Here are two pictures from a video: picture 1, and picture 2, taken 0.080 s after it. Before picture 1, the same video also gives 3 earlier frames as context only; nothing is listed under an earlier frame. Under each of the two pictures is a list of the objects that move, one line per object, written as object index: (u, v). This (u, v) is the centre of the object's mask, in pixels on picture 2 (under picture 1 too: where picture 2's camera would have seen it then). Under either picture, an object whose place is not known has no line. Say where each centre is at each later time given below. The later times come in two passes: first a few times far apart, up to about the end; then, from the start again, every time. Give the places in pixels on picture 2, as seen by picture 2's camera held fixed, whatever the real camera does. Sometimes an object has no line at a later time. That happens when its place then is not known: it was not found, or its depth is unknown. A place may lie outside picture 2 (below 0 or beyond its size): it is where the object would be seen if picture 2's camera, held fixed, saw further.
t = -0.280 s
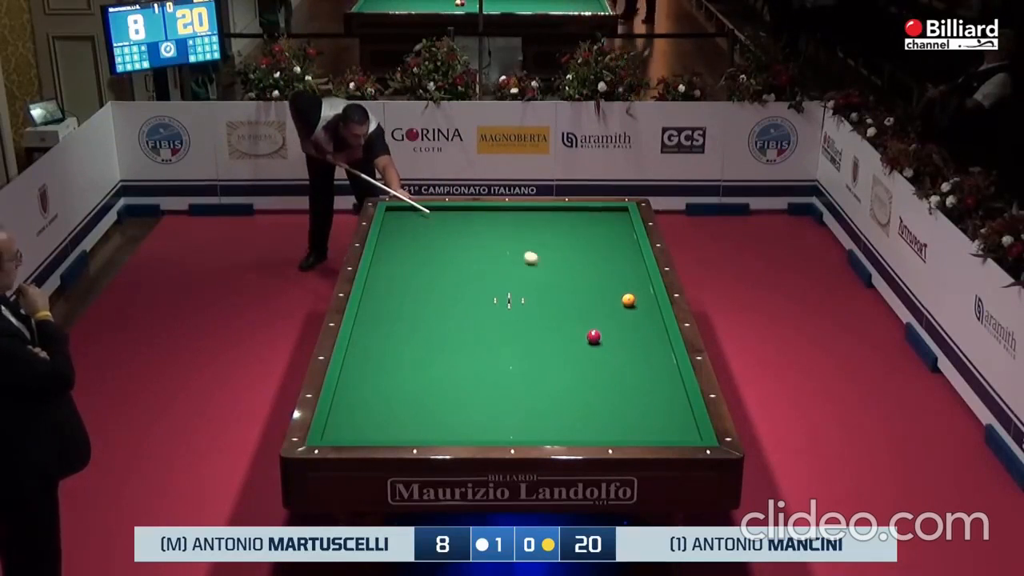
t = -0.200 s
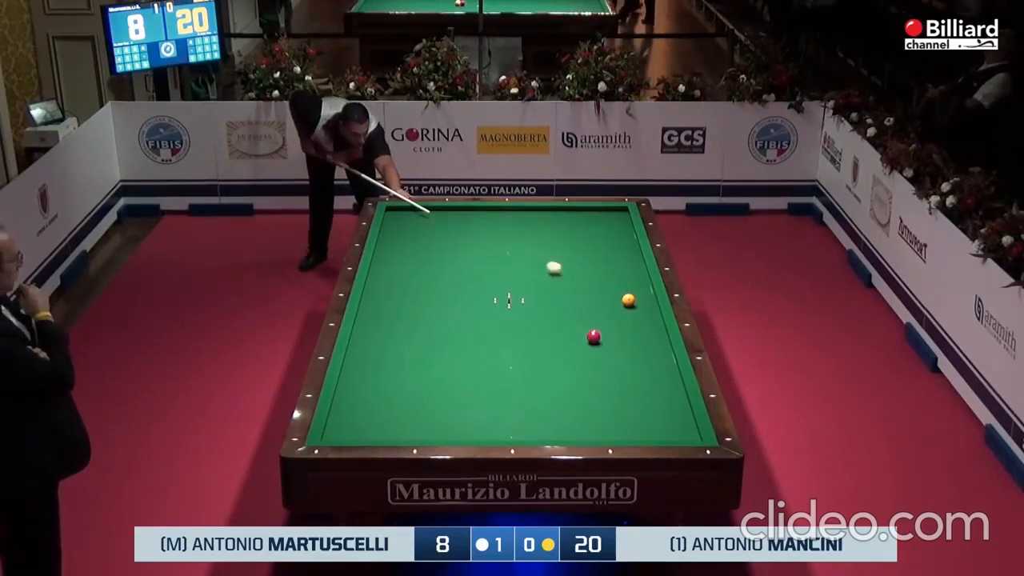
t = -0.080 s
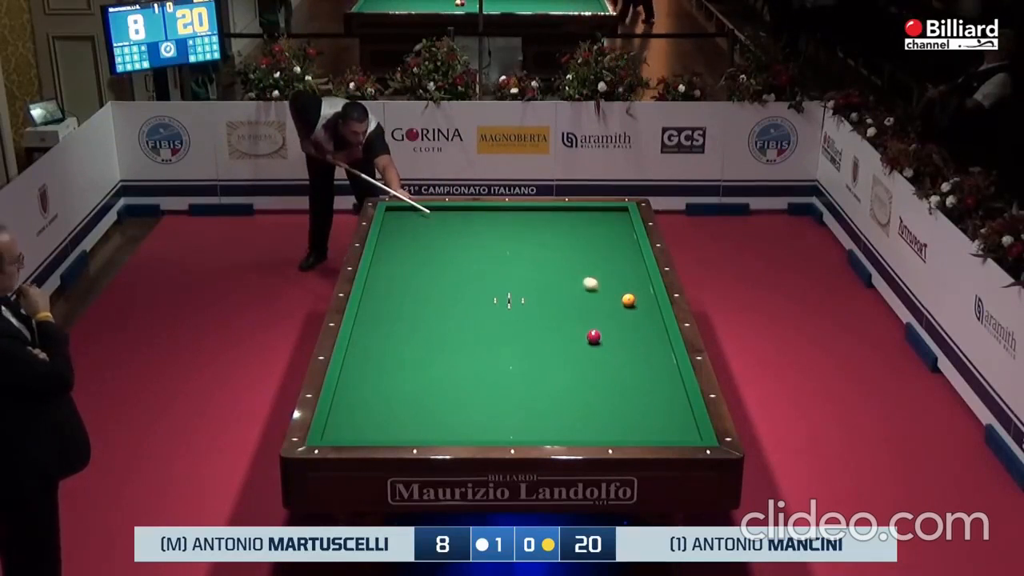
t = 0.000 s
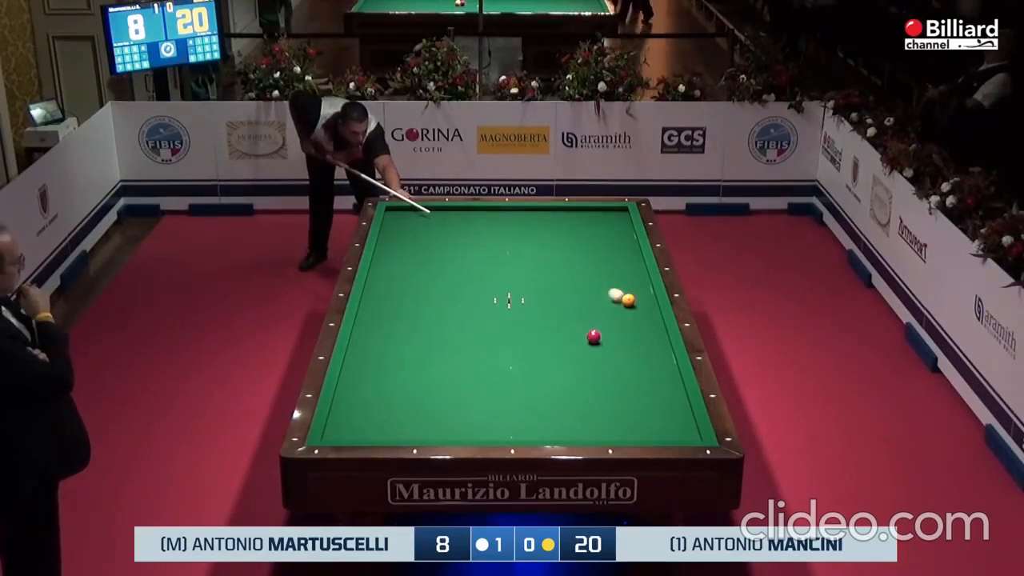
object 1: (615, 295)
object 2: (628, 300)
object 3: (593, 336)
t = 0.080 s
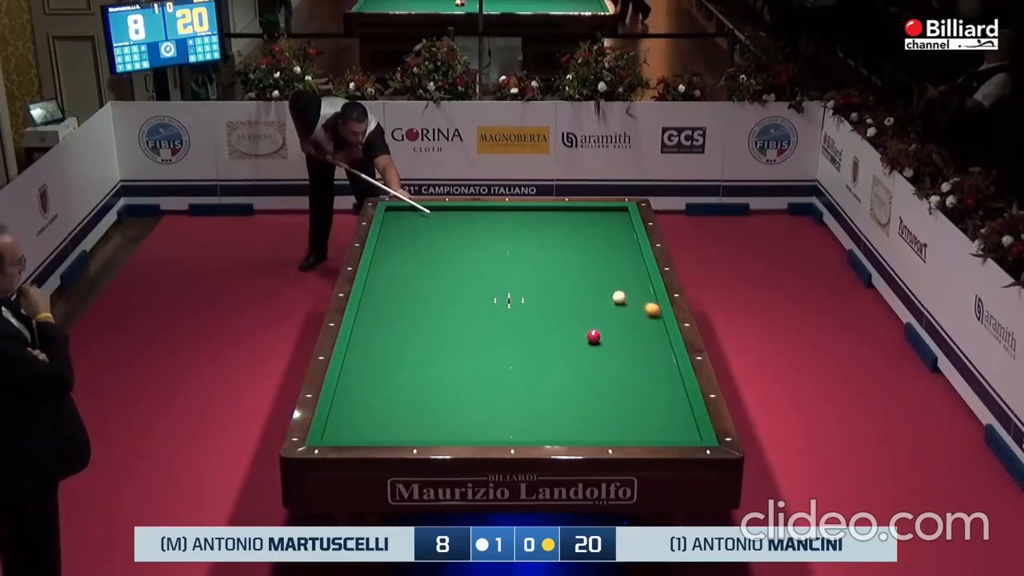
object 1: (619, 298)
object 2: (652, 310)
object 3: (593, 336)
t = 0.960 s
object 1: (652, 330)
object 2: (581, 339)
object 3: (513, 372)
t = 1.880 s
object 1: (633, 363)
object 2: (551, 348)
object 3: (389, 427)
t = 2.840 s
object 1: (614, 398)
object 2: (525, 356)
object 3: (355, 413)
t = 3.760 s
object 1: (597, 431)
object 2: (508, 361)
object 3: (400, 389)
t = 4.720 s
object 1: (579, 426)
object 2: (497, 365)
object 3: (437, 369)
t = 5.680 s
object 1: (567, 413)
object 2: (494, 366)
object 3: (466, 354)
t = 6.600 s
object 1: (558, 405)
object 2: (493, 366)
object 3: (486, 343)
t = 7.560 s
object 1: (554, 402)
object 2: (494, 366)
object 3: (503, 336)
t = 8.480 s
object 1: (553, 401)
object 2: (494, 366)
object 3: (513, 331)
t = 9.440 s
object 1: (553, 401)
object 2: (494, 366)
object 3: (518, 330)
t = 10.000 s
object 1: (553, 401)
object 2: (494, 366)
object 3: (518, 329)
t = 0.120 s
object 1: (619, 298)
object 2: (649, 314)
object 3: (593, 336)
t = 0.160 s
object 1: (620, 299)
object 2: (641, 317)
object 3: (593, 336)
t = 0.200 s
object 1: (621, 300)
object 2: (632, 321)
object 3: (593, 336)
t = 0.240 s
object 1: (624, 301)
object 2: (624, 324)
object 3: (593, 336)
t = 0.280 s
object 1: (626, 303)
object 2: (616, 327)
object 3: (593, 336)
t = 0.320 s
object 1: (628, 304)
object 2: (609, 330)
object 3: (593, 336)
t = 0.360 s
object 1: (631, 306)
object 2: (603, 332)
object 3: (592, 337)
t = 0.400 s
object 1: (634, 308)
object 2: (602, 333)
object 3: (585, 340)
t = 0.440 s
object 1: (637, 309)
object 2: (601, 333)
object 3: (579, 343)
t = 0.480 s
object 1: (640, 311)
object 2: (600, 333)
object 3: (573, 346)
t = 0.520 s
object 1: (643, 313)
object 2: (598, 334)
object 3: (568, 348)
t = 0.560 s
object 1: (646, 315)
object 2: (596, 334)
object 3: (563, 350)
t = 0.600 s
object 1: (649, 316)
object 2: (595, 335)
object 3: (558, 352)
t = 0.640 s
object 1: (652, 318)
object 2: (593, 335)
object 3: (553, 354)
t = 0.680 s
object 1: (655, 320)
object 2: (592, 335)
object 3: (548, 357)
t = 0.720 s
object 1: (658, 321)
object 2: (590, 336)
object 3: (543, 359)
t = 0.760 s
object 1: (656, 323)
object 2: (589, 336)
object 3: (538, 361)
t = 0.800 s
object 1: (655, 324)
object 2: (587, 337)
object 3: (533, 363)
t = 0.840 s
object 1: (654, 325)
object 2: (586, 338)
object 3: (528, 365)
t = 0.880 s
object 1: (654, 327)
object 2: (584, 338)
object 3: (523, 368)
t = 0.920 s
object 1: (653, 328)
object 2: (583, 338)
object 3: (518, 370)
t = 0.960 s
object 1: (652, 330)
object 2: (581, 339)
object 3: (513, 372)
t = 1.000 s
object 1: (651, 331)
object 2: (580, 339)
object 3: (508, 375)
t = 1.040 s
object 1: (650, 333)
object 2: (578, 340)
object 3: (503, 377)
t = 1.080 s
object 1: (649, 334)
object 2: (577, 340)
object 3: (498, 379)
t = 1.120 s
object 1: (648, 336)
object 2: (576, 341)
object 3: (492, 381)
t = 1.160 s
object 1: (648, 337)
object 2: (574, 341)
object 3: (487, 383)
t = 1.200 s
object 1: (647, 338)
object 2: (573, 341)
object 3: (482, 386)
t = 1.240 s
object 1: (646, 340)
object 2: (571, 342)
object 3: (476, 388)
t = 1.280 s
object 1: (645, 341)
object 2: (570, 342)
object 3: (471, 391)
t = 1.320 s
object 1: (644, 343)
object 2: (569, 343)
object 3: (466, 393)
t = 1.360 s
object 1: (644, 344)
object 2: (567, 343)
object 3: (461, 395)
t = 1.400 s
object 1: (643, 345)
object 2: (566, 343)
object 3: (455, 398)
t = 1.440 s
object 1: (642, 347)
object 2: (565, 344)
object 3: (450, 400)
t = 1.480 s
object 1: (641, 348)
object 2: (563, 344)
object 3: (445, 403)
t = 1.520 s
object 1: (640, 350)
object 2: (562, 345)
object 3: (439, 405)
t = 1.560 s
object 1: (640, 351)
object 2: (561, 345)
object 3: (433, 407)
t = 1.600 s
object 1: (639, 353)
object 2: (559, 345)
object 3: (428, 410)
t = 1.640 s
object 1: (638, 354)
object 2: (558, 346)
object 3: (422, 412)
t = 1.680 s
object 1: (637, 356)
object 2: (557, 346)
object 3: (417, 415)
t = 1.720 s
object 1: (636, 357)
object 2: (555, 347)
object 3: (411, 417)
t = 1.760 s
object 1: (635, 359)
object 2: (554, 347)
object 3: (406, 420)
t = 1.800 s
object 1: (635, 360)
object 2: (553, 347)
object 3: (400, 423)
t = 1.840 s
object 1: (634, 361)
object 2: (552, 348)
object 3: (394, 425)
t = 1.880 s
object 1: (633, 363)
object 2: (551, 348)
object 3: (389, 427)
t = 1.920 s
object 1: (632, 364)
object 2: (549, 348)
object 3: (383, 430)
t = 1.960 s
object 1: (631, 366)
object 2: (548, 349)
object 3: (377, 431)
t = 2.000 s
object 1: (631, 368)
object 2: (547, 349)
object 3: (371, 434)
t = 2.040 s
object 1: (630, 369)
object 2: (546, 350)
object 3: (365, 435)
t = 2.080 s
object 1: (629, 370)
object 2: (545, 350)
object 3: (361, 435)
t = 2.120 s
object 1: (628, 372)
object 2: (543, 350)
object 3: (358, 434)
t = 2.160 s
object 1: (627, 373)
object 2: (543, 350)
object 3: (355, 433)
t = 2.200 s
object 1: (626, 375)
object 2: (541, 351)
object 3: (351, 432)
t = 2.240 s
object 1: (626, 376)
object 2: (540, 351)
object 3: (348, 431)
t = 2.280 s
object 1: (625, 378)
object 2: (539, 352)
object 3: (345, 430)
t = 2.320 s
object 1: (624, 379)
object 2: (538, 352)
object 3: (342, 429)
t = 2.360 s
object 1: (623, 381)
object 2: (537, 352)
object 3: (339, 427)
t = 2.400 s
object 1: (623, 382)
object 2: (536, 353)
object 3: (336, 426)
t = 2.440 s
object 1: (622, 384)
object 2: (535, 353)
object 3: (333, 425)
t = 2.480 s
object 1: (621, 385)
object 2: (534, 353)
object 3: (335, 424)
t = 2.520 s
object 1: (620, 387)
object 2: (533, 353)
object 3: (337, 422)
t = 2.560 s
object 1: (619, 388)
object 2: (532, 354)
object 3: (340, 421)
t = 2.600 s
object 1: (619, 390)
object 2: (531, 354)
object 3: (342, 420)
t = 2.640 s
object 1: (618, 391)
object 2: (530, 354)
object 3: (344, 418)
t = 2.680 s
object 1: (617, 392)
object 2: (529, 355)
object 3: (347, 417)
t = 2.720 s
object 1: (616, 394)
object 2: (528, 355)
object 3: (349, 416)
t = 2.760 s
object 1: (615, 395)
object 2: (527, 355)
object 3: (351, 415)
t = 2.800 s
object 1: (615, 397)
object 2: (526, 355)
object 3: (353, 414)
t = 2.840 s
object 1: (614, 398)
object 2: (525, 356)
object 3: (355, 413)
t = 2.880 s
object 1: (613, 400)
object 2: (524, 356)
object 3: (357, 411)
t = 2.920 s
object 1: (612, 401)
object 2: (523, 356)
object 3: (360, 410)
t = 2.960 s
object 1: (612, 403)
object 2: (523, 356)
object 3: (362, 409)
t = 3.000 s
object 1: (611, 404)
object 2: (522, 357)
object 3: (364, 408)
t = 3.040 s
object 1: (610, 406)
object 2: (521, 357)
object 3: (366, 407)
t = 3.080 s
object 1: (609, 407)
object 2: (520, 357)
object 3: (368, 406)
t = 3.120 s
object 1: (608, 409)
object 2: (519, 358)
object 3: (370, 405)
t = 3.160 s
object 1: (608, 410)
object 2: (518, 358)
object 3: (372, 403)
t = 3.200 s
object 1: (607, 412)
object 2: (518, 358)
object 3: (374, 403)
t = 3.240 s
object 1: (606, 413)
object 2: (517, 359)
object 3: (376, 401)
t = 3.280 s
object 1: (605, 414)
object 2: (516, 359)
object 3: (378, 400)
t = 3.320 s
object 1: (604, 416)
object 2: (515, 359)
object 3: (380, 399)
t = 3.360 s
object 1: (604, 417)
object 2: (515, 359)
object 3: (382, 398)
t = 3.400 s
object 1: (603, 419)
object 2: (514, 360)
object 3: (384, 397)
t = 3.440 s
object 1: (602, 420)
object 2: (513, 360)
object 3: (386, 396)
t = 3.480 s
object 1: (602, 421)
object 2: (512, 360)
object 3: (388, 395)
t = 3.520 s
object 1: (601, 423)
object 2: (512, 360)
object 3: (389, 394)
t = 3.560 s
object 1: (600, 424)
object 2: (511, 360)
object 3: (391, 393)
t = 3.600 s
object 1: (599, 426)
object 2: (510, 360)
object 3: (393, 392)
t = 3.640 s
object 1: (599, 427)
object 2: (510, 360)
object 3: (395, 391)
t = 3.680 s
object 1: (598, 428)
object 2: (509, 361)
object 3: (397, 390)
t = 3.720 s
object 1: (597, 430)
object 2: (508, 361)
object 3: (398, 390)
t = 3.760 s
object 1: (597, 431)
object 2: (508, 361)
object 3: (400, 389)
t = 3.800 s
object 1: (595, 431)
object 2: (507, 361)
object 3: (402, 388)
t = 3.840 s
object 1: (595, 433)
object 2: (507, 362)
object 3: (404, 387)
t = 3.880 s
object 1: (594, 433)
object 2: (506, 362)
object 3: (406, 386)
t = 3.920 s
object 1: (593, 434)
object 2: (505, 362)
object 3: (407, 385)
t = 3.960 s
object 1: (592, 435)
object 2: (505, 362)
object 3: (409, 384)
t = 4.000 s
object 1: (591, 436)
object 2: (504, 362)
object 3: (410, 383)
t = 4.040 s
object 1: (591, 435)
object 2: (504, 362)
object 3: (412, 382)
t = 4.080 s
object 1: (590, 434)
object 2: (503, 363)
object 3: (414, 381)
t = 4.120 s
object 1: (589, 434)
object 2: (503, 363)
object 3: (415, 380)
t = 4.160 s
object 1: (589, 433)
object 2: (502, 363)
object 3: (417, 380)
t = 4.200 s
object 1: (588, 433)
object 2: (502, 363)
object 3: (418, 379)
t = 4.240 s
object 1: (587, 432)
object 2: (501, 363)
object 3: (420, 378)
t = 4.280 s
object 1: (587, 432)
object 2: (501, 364)
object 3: (421, 377)
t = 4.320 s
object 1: (586, 431)
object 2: (500, 364)
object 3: (423, 376)
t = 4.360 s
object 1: (585, 431)
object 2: (500, 364)
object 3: (424, 376)
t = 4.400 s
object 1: (585, 431)
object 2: (500, 364)
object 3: (426, 375)
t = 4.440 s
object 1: (584, 430)
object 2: (499, 364)
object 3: (427, 375)
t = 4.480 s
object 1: (583, 430)
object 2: (499, 364)
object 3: (429, 373)
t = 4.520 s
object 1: (583, 429)
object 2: (498, 364)
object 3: (430, 372)
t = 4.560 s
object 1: (582, 429)
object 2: (498, 365)
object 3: (432, 372)
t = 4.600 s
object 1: (581, 428)
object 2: (498, 365)
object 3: (433, 371)
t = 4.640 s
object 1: (581, 427)
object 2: (497, 365)
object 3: (435, 370)
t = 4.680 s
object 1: (580, 426)
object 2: (497, 365)
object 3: (436, 370)
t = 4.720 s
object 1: (579, 426)
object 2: (497, 365)
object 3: (437, 369)
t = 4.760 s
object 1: (579, 425)
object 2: (497, 365)
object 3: (438, 368)
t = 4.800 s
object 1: (579, 424)
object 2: (496, 365)
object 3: (440, 367)
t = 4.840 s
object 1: (578, 424)
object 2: (496, 365)
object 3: (441, 367)
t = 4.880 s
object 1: (577, 423)
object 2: (496, 365)
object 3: (442, 366)
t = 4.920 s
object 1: (577, 423)
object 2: (495, 365)
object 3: (444, 365)
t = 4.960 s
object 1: (576, 422)
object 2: (495, 365)
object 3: (445, 365)
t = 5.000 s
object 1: (575, 422)
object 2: (495, 366)
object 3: (446, 364)
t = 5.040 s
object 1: (575, 421)
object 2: (495, 366)
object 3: (447, 363)
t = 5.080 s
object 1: (574, 420)
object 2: (494, 366)
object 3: (449, 363)
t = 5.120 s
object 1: (573, 420)
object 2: (494, 366)
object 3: (450, 362)
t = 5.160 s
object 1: (573, 419)
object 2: (494, 366)
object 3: (451, 361)
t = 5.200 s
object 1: (573, 419)
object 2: (494, 366)
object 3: (452, 361)
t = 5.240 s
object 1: (572, 418)
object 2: (494, 366)
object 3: (453, 360)
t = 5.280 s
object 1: (572, 417)
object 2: (494, 366)
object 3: (455, 360)
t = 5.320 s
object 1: (571, 417)
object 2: (494, 366)
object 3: (456, 359)
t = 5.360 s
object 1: (570, 417)
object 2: (494, 366)
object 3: (457, 359)
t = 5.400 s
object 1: (570, 416)
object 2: (494, 366)
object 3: (458, 358)
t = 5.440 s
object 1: (569, 416)
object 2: (494, 366)
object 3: (459, 357)
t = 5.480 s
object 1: (569, 415)
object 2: (494, 366)
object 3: (460, 357)
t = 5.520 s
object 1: (569, 414)
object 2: (494, 366)
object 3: (461, 356)
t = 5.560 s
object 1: (568, 414)
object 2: (494, 366)
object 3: (462, 356)
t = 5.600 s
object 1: (568, 413)
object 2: (493, 366)
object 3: (463, 355)
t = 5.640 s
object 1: (567, 413)
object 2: (493, 366)
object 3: (464, 355)
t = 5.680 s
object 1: (567, 413)
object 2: (494, 366)
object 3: (466, 354)
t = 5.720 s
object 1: (566, 412)
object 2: (494, 366)
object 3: (467, 353)
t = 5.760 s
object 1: (566, 412)
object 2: (494, 366)
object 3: (468, 353)
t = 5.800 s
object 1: (565, 412)
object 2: (493, 366)
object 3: (468, 352)
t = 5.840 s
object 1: (565, 411)
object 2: (494, 366)
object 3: (469, 352)
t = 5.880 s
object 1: (565, 411)
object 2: (494, 366)
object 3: (471, 352)
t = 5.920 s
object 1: (564, 410)
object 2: (494, 366)
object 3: (472, 351)
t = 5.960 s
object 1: (564, 410)
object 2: (494, 366)
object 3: (473, 351)
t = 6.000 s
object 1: (563, 410)
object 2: (493, 366)
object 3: (473, 350)
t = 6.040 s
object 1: (563, 409)
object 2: (493, 366)
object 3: (474, 349)
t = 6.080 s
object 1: (563, 409)
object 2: (494, 366)
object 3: (475, 349)
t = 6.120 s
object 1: (562, 408)
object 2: (494, 366)
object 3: (476, 349)
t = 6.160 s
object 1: (562, 408)
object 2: (493, 366)
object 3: (477, 348)
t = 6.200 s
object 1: (562, 408)
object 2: (493, 366)
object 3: (478, 348)
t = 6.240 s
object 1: (561, 408)
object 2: (493, 366)
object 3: (479, 347)
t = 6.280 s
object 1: (561, 407)
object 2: (493, 366)
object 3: (480, 347)
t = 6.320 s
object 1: (561, 407)
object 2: (493, 366)
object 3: (481, 346)
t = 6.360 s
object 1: (560, 406)
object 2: (493, 366)
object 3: (482, 346)
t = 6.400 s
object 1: (560, 406)
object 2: (493, 366)
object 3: (482, 346)
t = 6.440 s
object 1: (560, 406)
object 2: (493, 366)
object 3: (483, 345)
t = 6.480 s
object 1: (559, 406)
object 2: (493, 366)
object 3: (484, 345)
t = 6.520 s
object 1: (559, 405)
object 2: (493, 366)
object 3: (485, 344)
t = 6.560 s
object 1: (559, 405)
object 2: (493, 366)
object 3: (486, 344)
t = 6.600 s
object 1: (558, 405)
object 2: (493, 366)
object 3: (486, 343)
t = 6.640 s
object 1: (558, 405)
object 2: (494, 366)
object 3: (487, 343)
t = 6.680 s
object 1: (558, 404)
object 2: (494, 366)
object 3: (488, 343)
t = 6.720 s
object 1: (558, 404)
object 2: (493, 366)
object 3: (489, 342)
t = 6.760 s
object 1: (558, 404)
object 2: (493, 366)
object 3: (490, 342)
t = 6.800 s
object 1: (557, 404)
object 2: (493, 366)
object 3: (491, 341)
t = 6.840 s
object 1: (557, 404)
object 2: (493, 366)
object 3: (491, 341)
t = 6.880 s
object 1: (557, 403)
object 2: (493, 366)
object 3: (492, 341)
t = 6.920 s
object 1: (556, 403)
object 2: (493, 366)
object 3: (492, 340)
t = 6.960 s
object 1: (556, 403)
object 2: (493, 366)
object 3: (493, 340)
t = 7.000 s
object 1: (556, 403)
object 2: (493, 366)
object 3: (494, 340)
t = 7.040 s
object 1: (556, 403)
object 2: (493, 366)
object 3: (494, 339)
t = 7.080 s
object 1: (556, 403)
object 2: (494, 366)
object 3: (495, 339)
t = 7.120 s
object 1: (555, 403)
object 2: (493, 366)
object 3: (496, 339)
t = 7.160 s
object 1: (556, 402)
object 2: (494, 366)
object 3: (497, 339)
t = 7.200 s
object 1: (555, 403)
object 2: (493, 366)
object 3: (497, 338)
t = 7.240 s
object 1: (555, 402)
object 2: (493, 366)
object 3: (498, 338)
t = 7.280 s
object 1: (555, 402)
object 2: (493, 366)
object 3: (498, 338)
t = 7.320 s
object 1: (555, 402)
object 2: (493, 366)
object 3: (499, 337)
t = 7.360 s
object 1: (554, 402)
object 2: (494, 366)
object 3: (499, 337)
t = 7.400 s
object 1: (554, 402)
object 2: (494, 366)
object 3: (500, 337)
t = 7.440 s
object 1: (554, 401)
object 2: (494, 366)
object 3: (501, 336)
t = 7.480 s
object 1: (554, 402)
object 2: (494, 366)
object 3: (501, 336)
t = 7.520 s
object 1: (554, 402)
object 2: (494, 366)
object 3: (502, 336)
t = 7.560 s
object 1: (554, 402)
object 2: (494, 366)
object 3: (503, 336)
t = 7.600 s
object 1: (554, 401)
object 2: (494, 366)
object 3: (503, 335)
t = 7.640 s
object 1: (554, 401)
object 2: (494, 366)
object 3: (504, 335)
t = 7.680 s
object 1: (553, 401)
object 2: (494, 366)
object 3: (504, 335)
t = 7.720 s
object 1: (553, 401)
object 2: (494, 366)
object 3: (505, 335)
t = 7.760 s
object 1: (553, 401)
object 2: (493, 366)
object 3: (505, 335)
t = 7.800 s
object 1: (553, 401)
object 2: (493, 366)
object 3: (505, 334)
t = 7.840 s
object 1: (553, 401)
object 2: (493, 366)
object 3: (506, 334)
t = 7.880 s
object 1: (553, 401)
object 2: (494, 366)
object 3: (506, 334)
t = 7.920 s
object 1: (553, 401)
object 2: (493, 366)
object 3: (507, 334)
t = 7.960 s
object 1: (553, 401)
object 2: (493, 366)
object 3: (507, 334)
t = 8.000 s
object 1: (553, 401)
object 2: (493, 366)
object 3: (508, 333)
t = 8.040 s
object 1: (553, 401)
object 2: (494, 366)
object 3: (508, 333)
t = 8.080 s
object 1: (553, 401)
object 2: (493, 366)
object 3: (509, 333)
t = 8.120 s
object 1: (553, 401)
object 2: (493, 366)
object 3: (509, 333)
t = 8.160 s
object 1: (553, 401)
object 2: (493, 366)
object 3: (510, 332)
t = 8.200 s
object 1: (553, 401)
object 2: (493, 366)
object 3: (510, 332)
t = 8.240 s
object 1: (553, 401)
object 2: (493, 366)
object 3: (510, 332)
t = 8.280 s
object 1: (553, 401)
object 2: (494, 366)
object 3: (511, 332)
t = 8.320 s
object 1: (553, 401)
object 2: (493, 366)
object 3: (511, 332)
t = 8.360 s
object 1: (553, 401)
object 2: (493, 366)
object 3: (511, 332)
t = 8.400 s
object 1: (553, 401)
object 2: (494, 366)
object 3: (512, 332)
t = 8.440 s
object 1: (553, 401)
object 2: (494, 366)
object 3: (512, 332)
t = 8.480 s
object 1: (553, 401)
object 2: (494, 366)
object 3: (513, 331)
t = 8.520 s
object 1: (553, 401)
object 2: (494, 366)
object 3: (513, 331)
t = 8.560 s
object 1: (553, 401)
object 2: (494, 366)
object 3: (513, 331)
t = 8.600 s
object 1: (553, 401)
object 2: (494, 366)
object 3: (514, 331)
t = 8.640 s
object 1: (553, 401)
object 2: (494, 366)
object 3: (514, 331)
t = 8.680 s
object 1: (553, 401)
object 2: (494, 366)
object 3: (514, 331)
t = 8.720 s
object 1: (553, 401)
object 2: (493, 366)
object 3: (514, 331)
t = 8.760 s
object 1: (553, 401)
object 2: (494, 366)
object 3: (515, 331)
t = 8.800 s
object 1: (553, 401)
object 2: (494, 366)
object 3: (515, 331)
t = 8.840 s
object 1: (553, 401)
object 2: (494, 366)
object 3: (515, 330)
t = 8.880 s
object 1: (553, 401)
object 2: (494, 366)
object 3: (515, 330)
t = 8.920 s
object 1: (553, 401)
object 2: (494, 366)
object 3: (515, 330)
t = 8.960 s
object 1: (553, 401)
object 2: (494, 366)
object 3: (516, 330)
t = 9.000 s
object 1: (553, 401)
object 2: (494, 366)
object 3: (516, 330)
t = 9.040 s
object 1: (553, 401)
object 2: (494, 366)
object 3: (516, 330)
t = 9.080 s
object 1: (553, 401)
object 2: (494, 366)
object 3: (516, 330)
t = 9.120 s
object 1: (553, 401)
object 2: (494, 366)
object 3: (517, 330)
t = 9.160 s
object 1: (553, 401)
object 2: (494, 366)
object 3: (517, 330)
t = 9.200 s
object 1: (553, 401)
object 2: (494, 366)
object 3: (517, 330)
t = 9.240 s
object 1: (553, 401)
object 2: (494, 366)
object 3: (517, 330)
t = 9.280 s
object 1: (553, 401)
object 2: (493, 366)
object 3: (517, 330)
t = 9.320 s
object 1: (553, 401)
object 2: (494, 366)
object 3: (517, 330)
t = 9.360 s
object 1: (553, 401)
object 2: (494, 366)
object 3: (518, 330)
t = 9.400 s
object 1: (553, 401)
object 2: (494, 366)
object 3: (517, 330)
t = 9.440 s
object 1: (553, 401)
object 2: (494, 366)
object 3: (518, 330)
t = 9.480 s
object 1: (553, 401)
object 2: (494, 366)
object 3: (518, 330)
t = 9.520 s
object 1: (553, 401)
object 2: (494, 366)
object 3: (518, 330)
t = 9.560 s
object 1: (553, 401)
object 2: (494, 366)
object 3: (518, 330)
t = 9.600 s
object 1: (553, 401)
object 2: (494, 366)
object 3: (518, 330)
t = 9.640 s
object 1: (553, 401)
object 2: (494, 366)
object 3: (518, 330)
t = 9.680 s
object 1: (553, 401)
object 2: (494, 366)
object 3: (518, 330)
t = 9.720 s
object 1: (553, 401)
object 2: (494, 366)
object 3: (518, 329)
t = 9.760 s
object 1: (553, 401)
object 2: (494, 366)
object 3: (518, 330)
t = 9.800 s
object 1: (553, 401)
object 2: (494, 366)
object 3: (518, 330)
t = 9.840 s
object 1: (553, 401)
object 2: (494, 366)
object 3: (518, 329)
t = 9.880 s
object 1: (553, 401)
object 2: (494, 366)
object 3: (518, 330)
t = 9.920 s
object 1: (553, 401)
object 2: (494, 366)
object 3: (518, 330)
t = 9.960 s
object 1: (553, 401)
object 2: (494, 366)
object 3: (518, 329)
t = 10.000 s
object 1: (553, 401)
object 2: (494, 366)
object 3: (518, 329)
